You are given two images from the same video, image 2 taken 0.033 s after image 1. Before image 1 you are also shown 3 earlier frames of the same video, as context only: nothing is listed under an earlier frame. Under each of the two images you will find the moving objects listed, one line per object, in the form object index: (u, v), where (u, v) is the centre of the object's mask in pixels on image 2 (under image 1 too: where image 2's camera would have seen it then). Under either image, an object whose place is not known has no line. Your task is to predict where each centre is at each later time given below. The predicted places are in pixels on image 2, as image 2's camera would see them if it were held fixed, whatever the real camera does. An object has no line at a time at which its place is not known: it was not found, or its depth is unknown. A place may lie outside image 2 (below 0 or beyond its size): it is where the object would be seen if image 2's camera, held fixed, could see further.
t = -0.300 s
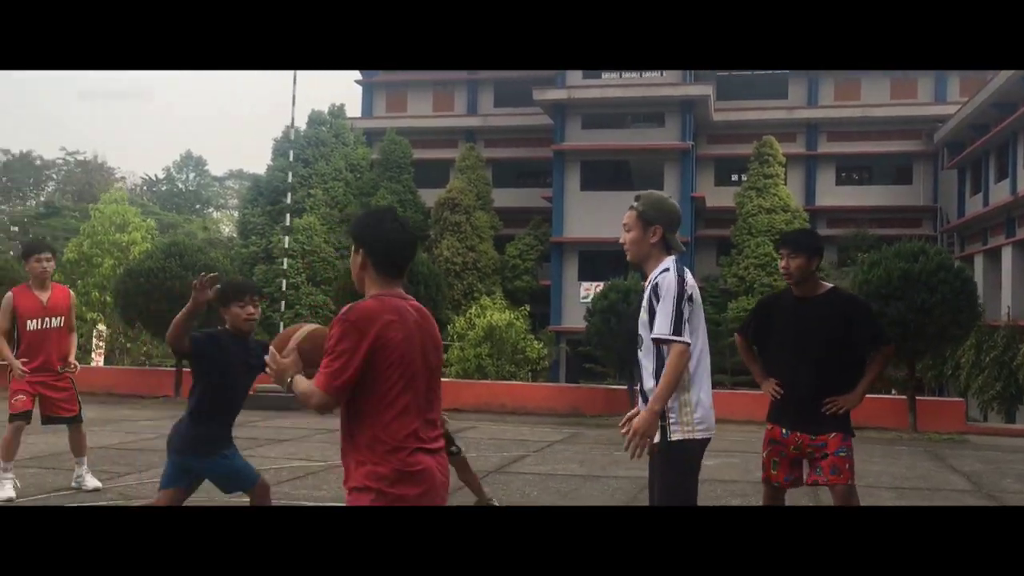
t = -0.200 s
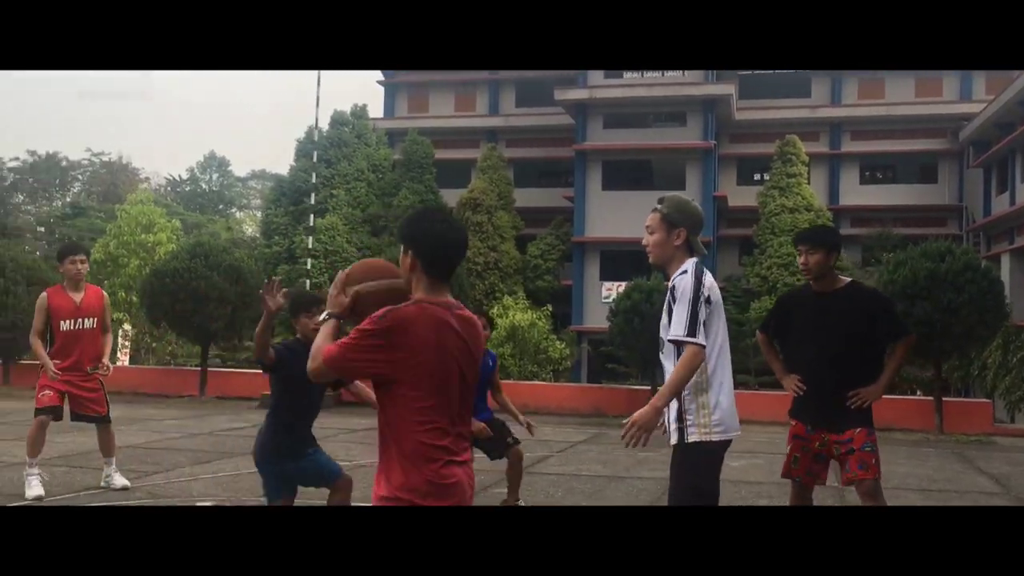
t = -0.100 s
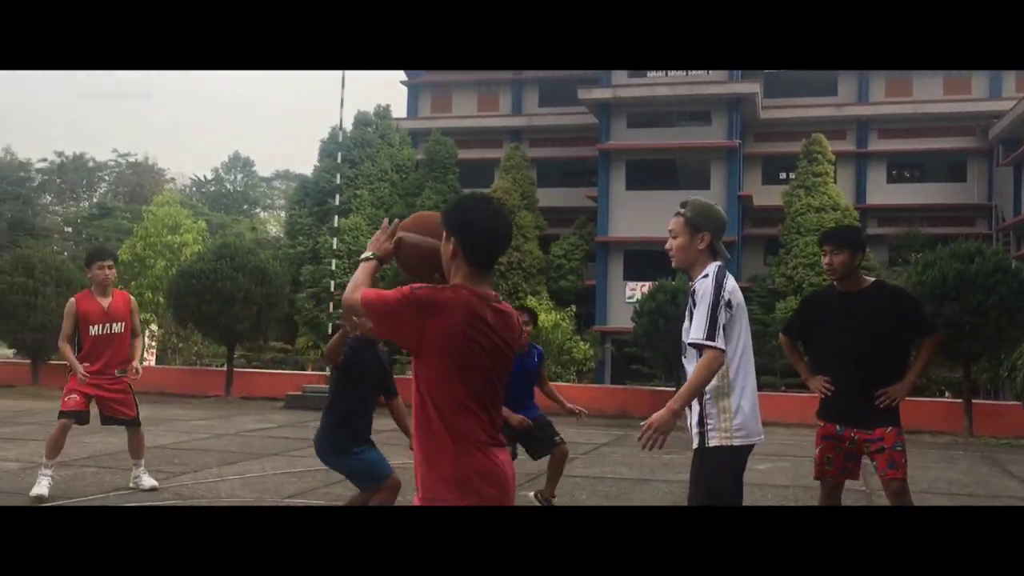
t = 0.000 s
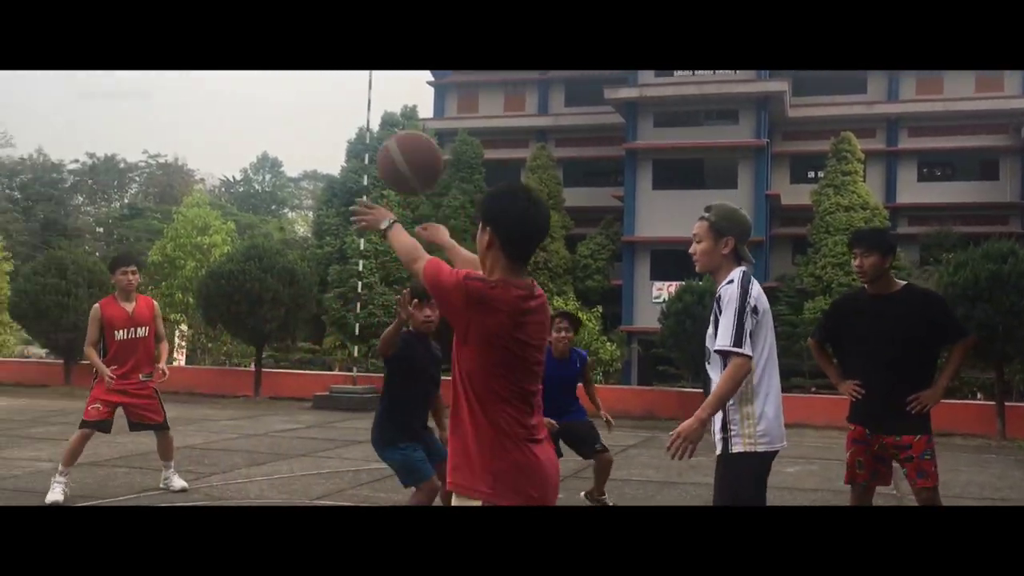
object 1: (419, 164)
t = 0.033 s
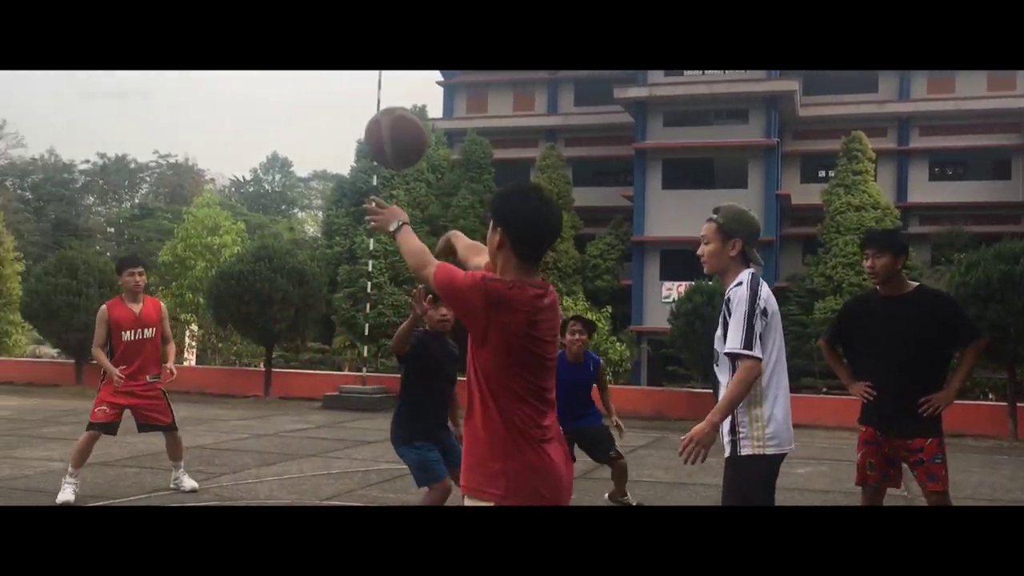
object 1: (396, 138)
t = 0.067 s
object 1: (376, 117)
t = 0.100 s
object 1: (356, 100)
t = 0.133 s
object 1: (337, 89)
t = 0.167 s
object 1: (320, 82)
